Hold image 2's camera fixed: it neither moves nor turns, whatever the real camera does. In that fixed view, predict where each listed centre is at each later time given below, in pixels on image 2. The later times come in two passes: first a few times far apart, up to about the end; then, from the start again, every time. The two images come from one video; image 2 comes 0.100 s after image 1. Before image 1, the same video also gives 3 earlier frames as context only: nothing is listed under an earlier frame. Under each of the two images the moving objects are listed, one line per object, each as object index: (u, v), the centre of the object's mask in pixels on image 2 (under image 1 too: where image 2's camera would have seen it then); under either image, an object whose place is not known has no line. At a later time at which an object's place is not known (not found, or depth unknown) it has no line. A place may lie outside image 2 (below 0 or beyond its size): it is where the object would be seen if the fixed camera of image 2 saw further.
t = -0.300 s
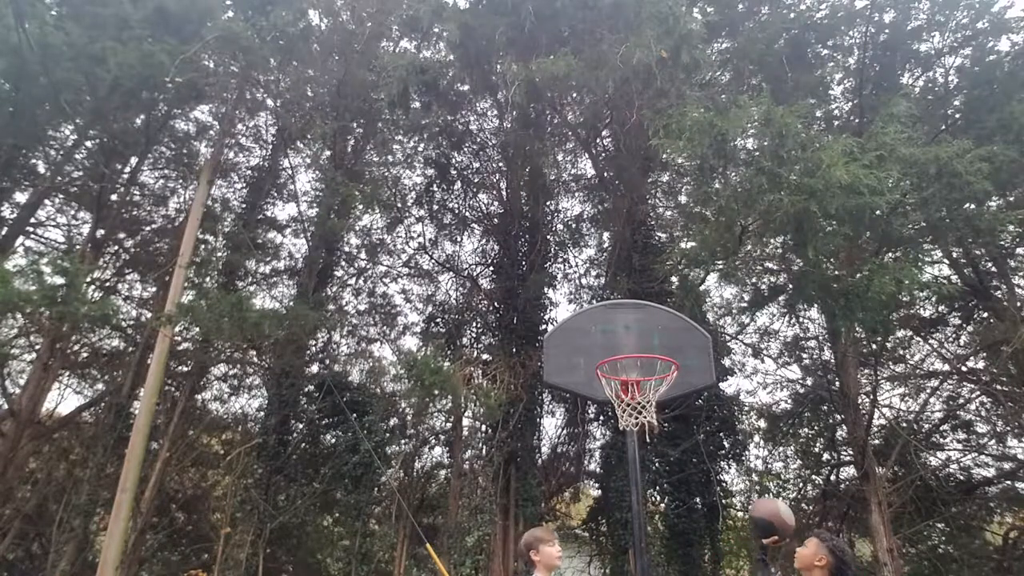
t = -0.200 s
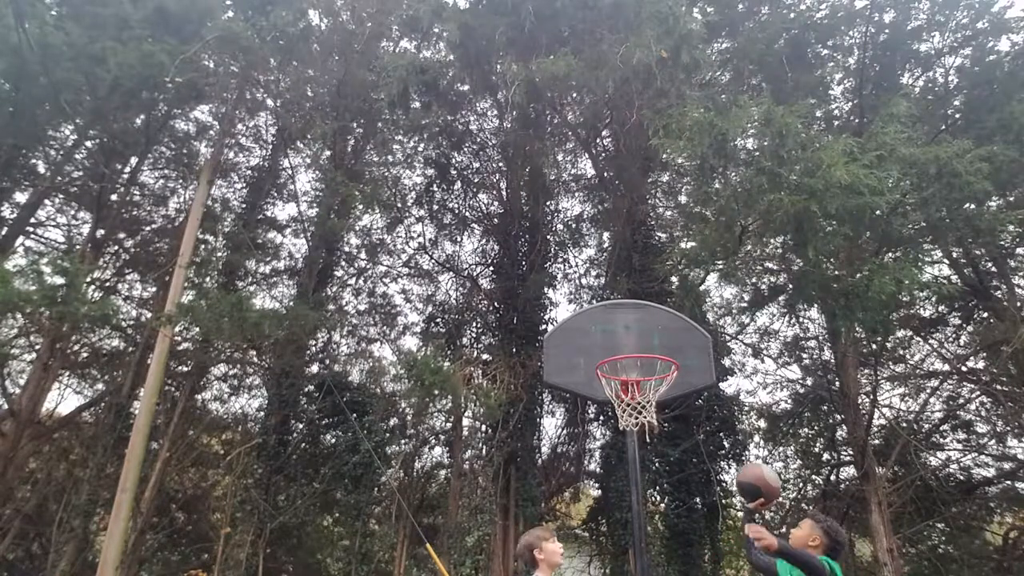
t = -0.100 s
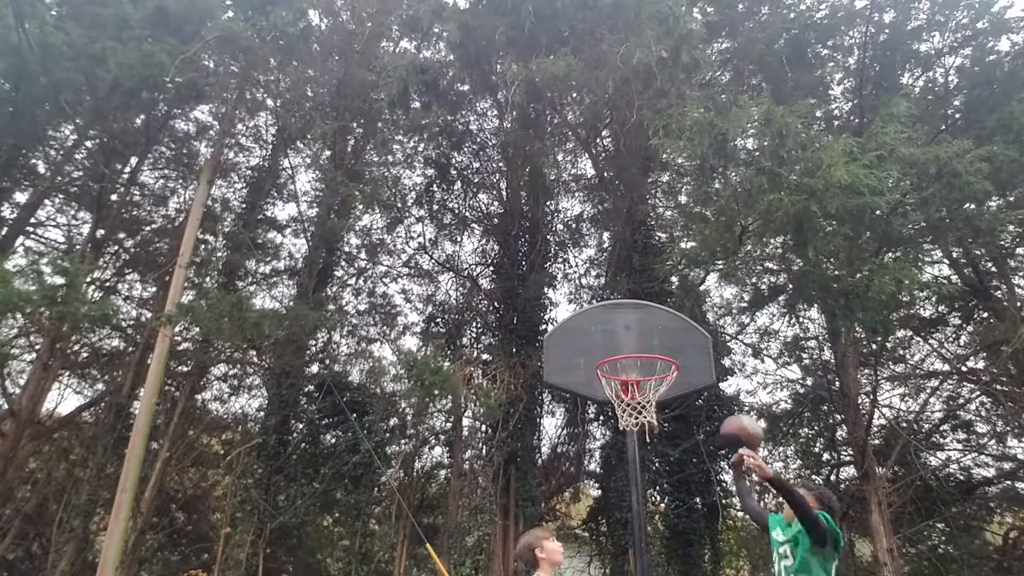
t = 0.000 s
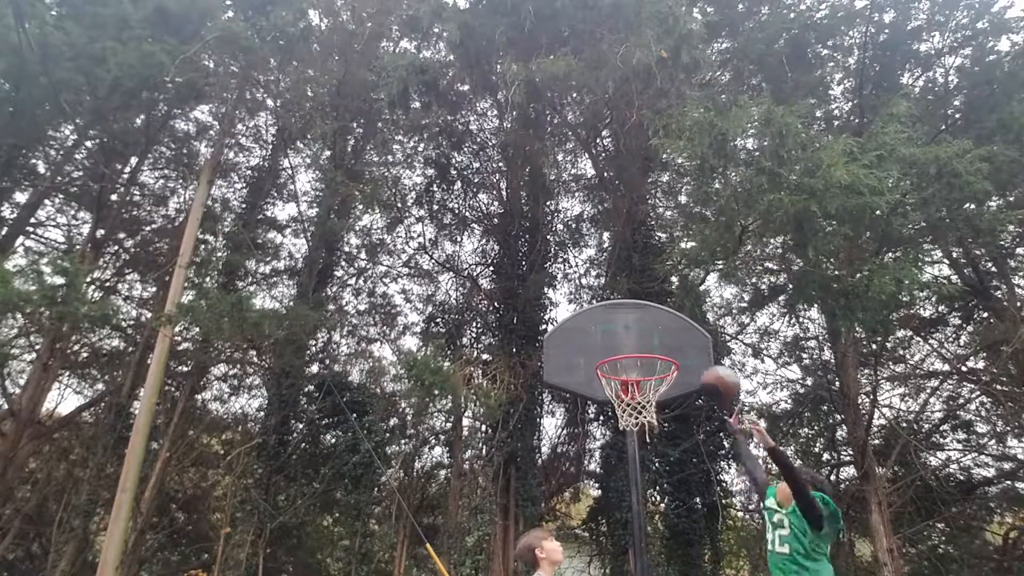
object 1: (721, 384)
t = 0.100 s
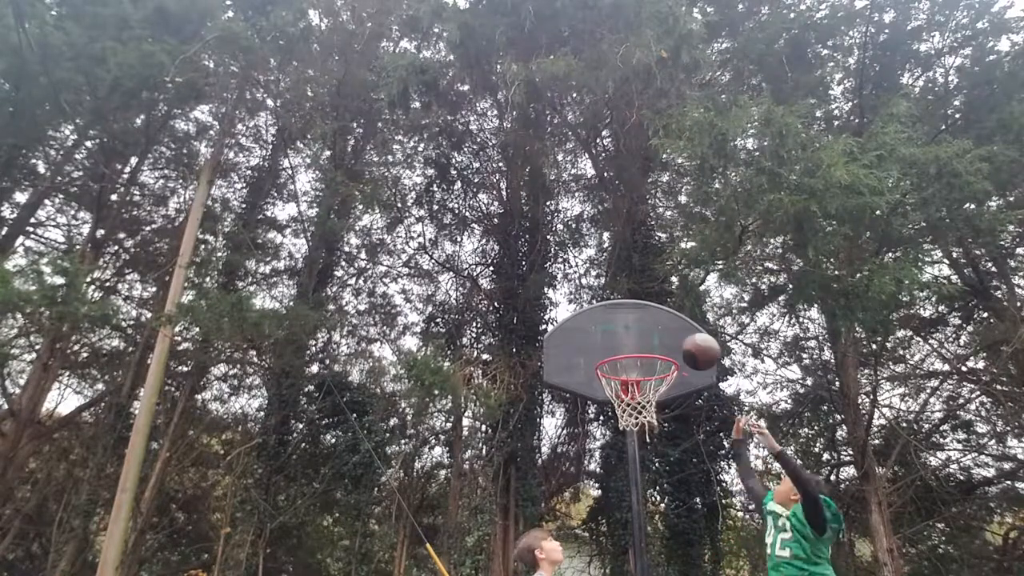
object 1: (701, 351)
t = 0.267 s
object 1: (673, 330)
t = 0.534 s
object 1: (633, 377)
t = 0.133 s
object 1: (694, 344)
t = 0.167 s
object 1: (689, 338)
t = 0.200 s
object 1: (682, 334)
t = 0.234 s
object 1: (678, 331)
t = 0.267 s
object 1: (673, 330)
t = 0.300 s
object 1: (667, 330)
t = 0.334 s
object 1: (662, 333)
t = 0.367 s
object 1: (657, 336)
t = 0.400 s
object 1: (652, 339)
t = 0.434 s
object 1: (648, 347)
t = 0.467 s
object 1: (643, 357)
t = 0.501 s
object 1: (638, 366)
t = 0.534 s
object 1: (633, 377)
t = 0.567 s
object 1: (628, 391)
